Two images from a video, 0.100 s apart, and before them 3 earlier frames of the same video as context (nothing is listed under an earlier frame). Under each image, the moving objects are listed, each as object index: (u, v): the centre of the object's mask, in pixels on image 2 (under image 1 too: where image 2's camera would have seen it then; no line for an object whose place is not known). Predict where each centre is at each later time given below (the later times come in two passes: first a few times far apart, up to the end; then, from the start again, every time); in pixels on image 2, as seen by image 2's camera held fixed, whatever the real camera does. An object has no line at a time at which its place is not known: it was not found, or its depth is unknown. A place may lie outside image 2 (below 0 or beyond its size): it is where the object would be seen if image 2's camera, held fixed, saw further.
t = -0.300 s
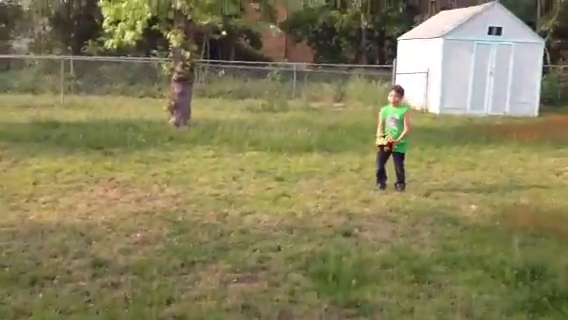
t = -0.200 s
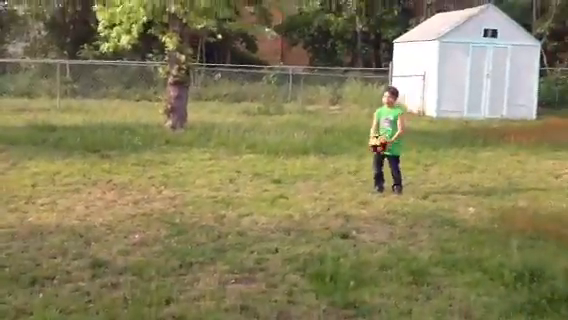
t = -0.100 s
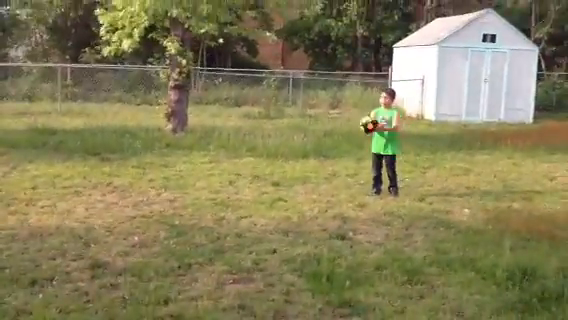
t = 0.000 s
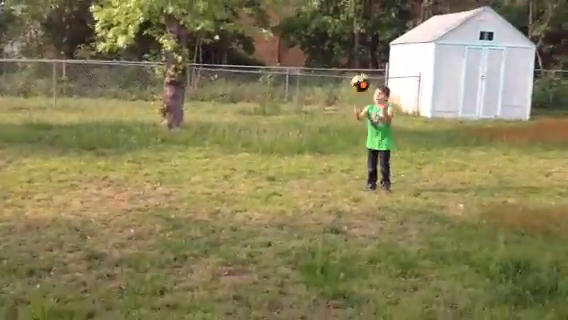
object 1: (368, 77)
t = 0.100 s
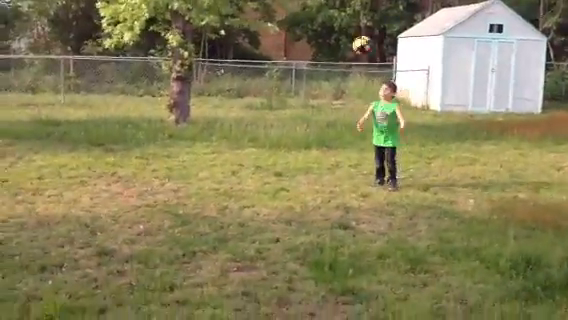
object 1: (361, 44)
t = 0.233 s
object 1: (348, 15)
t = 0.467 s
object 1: (327, 3)
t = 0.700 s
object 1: (301, 45)
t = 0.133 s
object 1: (360, 36)
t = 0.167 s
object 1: (356, 28)
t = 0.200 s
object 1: (353, 21)
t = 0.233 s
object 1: (348, 15)
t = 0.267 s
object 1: (346, 11)
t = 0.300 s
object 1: (344, 7)
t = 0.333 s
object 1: (340, 4)
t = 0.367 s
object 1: (338, 5)
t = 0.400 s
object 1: (333, 4)
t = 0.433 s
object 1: (330, 3)
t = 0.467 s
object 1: (327, 3)
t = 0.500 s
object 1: (323, 6)
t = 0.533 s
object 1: (320, 9)
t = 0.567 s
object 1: (315, 14)
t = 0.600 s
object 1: (311, 19)
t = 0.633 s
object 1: (308, 27)
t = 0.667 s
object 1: (305, 35)
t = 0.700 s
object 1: (301, 45)
